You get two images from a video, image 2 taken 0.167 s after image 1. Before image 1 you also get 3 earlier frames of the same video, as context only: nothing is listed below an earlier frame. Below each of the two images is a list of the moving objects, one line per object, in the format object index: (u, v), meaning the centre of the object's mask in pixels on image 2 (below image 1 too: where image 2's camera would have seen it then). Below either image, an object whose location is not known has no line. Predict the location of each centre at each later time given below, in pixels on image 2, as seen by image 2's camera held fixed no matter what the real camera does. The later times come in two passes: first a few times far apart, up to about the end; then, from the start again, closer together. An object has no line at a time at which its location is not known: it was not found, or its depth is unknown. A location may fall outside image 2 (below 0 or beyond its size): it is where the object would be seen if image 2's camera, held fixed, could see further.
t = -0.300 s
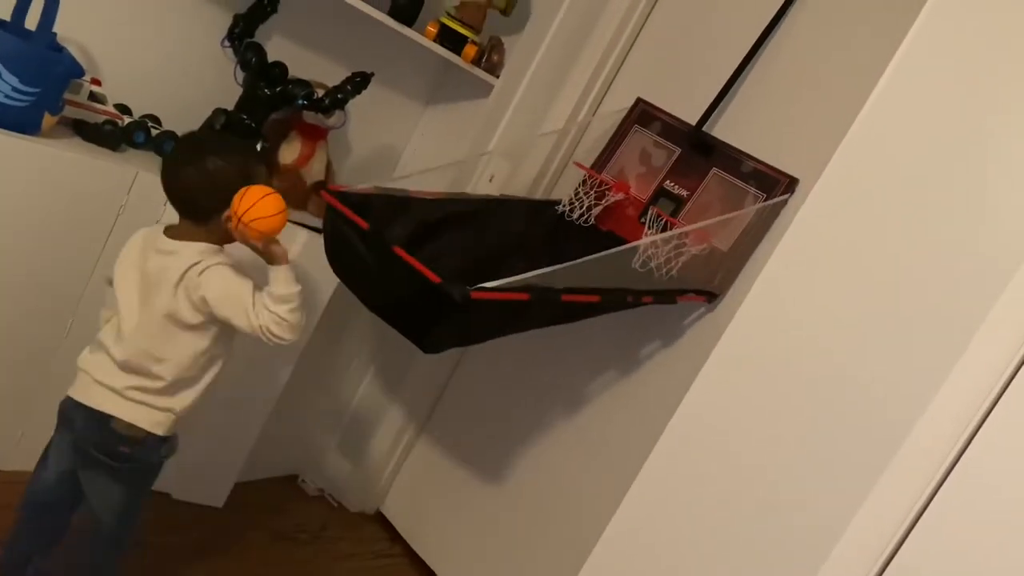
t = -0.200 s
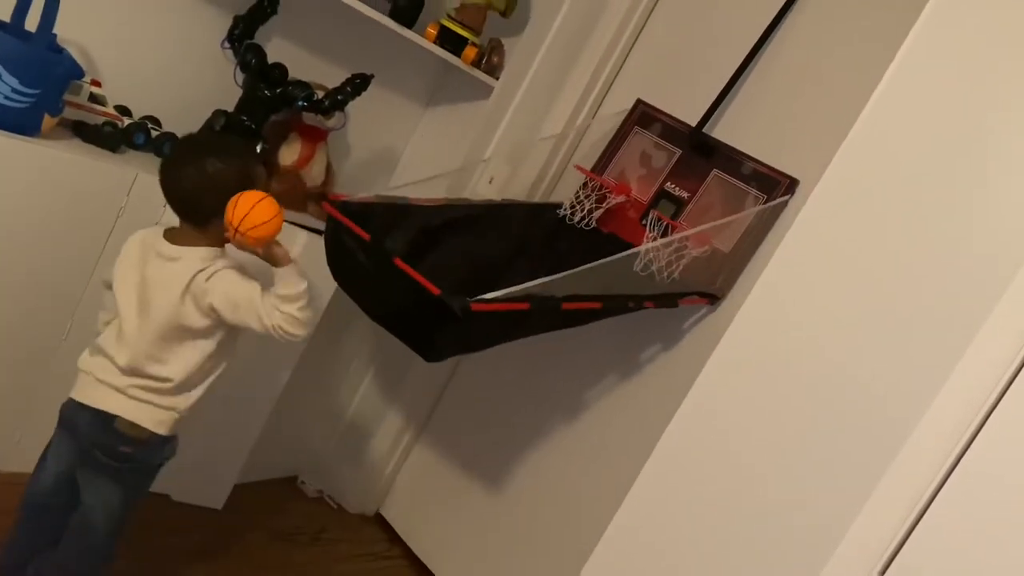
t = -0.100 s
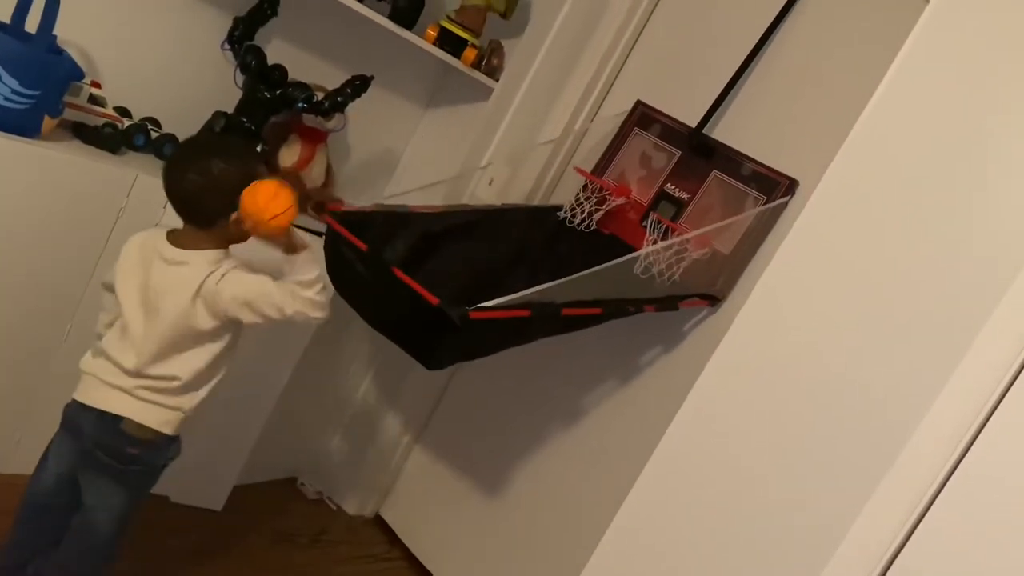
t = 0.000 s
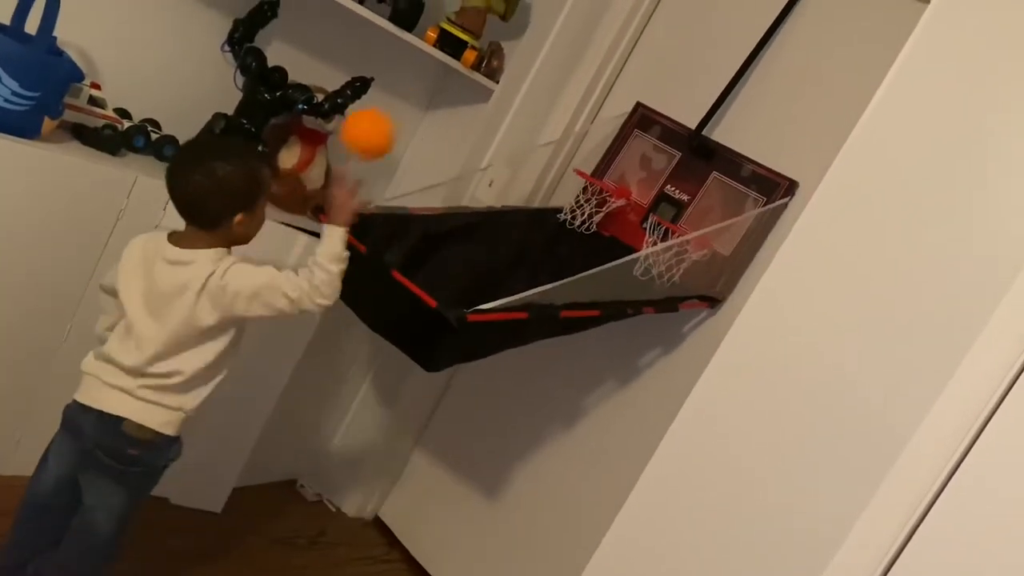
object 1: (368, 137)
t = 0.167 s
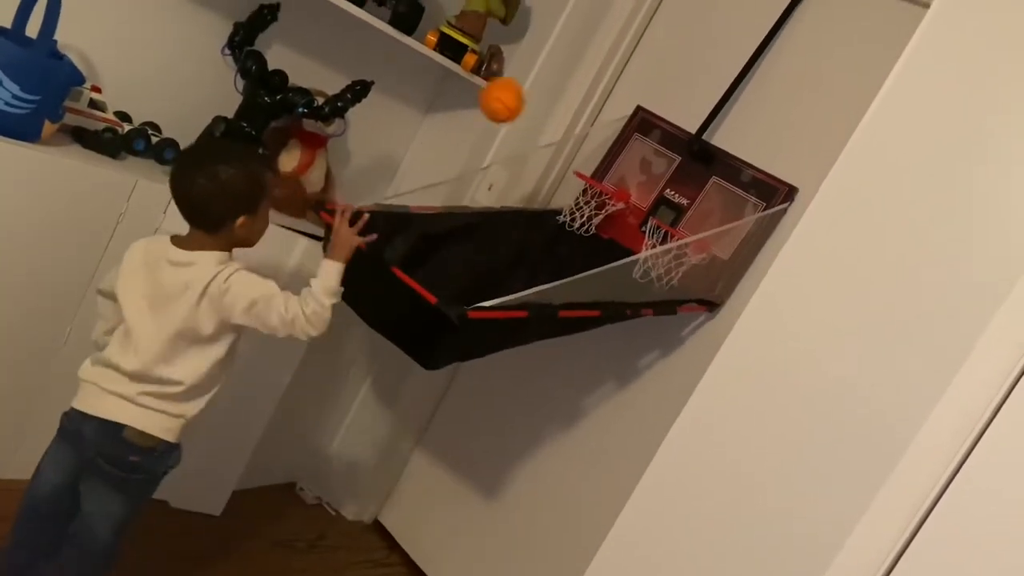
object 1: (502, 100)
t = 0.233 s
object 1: (529, 118)
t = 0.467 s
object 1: (545, 258)
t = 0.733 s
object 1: (568, 297)
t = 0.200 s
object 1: (517, 107)
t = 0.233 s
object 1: (529, 118)
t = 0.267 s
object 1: (538, 132)
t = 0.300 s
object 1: (544, 151)
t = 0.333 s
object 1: (548, 171)
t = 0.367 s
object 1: (549, 195)
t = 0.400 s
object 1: (549, 220)
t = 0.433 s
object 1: (546, 244)
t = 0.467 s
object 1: (545, 258)
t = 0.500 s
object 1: (553, 264)
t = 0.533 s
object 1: (558, 266)
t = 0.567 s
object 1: (564, 275)
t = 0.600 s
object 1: (568, 280)
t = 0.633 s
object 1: (570, 285)
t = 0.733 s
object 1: (568, 297)
